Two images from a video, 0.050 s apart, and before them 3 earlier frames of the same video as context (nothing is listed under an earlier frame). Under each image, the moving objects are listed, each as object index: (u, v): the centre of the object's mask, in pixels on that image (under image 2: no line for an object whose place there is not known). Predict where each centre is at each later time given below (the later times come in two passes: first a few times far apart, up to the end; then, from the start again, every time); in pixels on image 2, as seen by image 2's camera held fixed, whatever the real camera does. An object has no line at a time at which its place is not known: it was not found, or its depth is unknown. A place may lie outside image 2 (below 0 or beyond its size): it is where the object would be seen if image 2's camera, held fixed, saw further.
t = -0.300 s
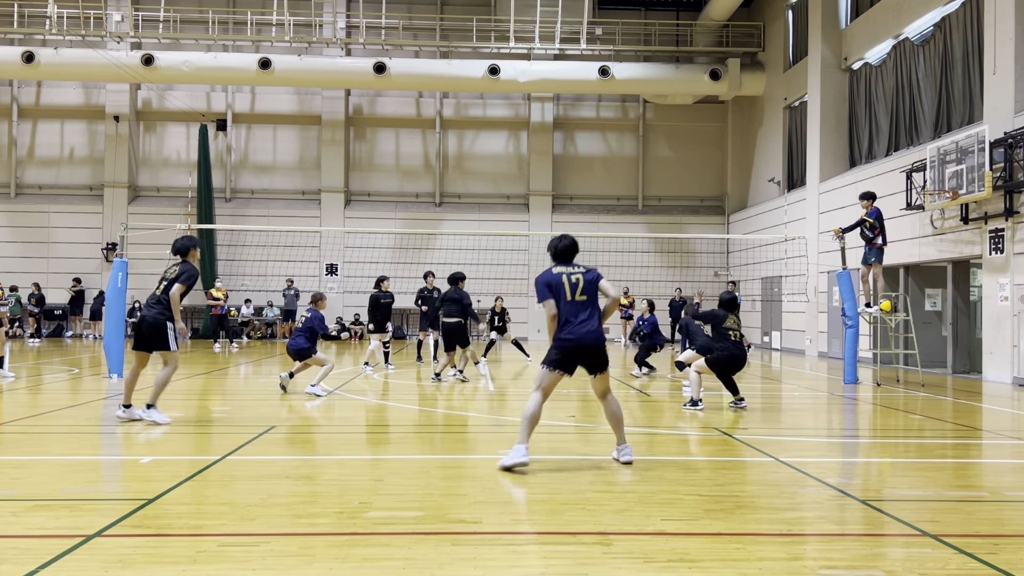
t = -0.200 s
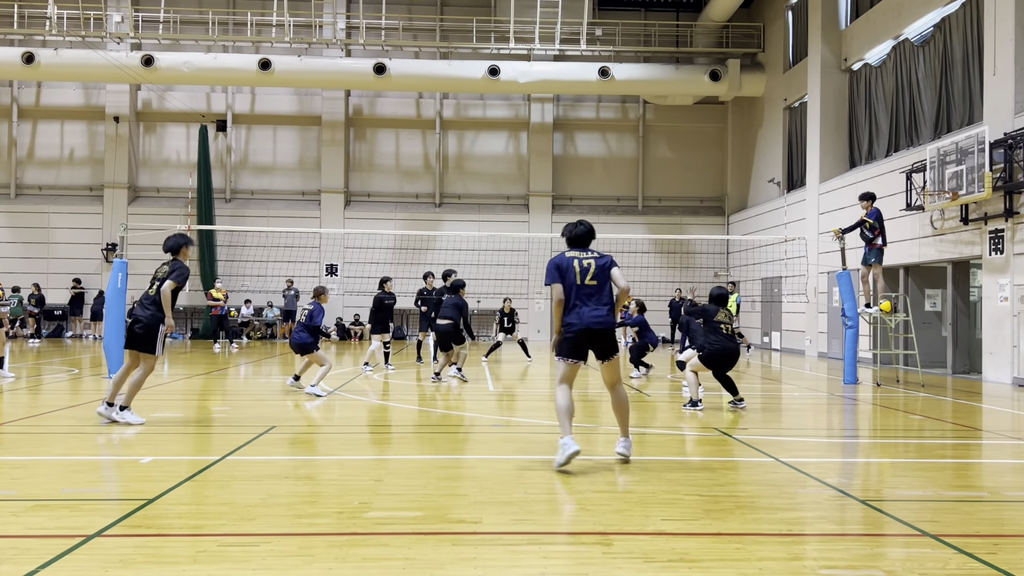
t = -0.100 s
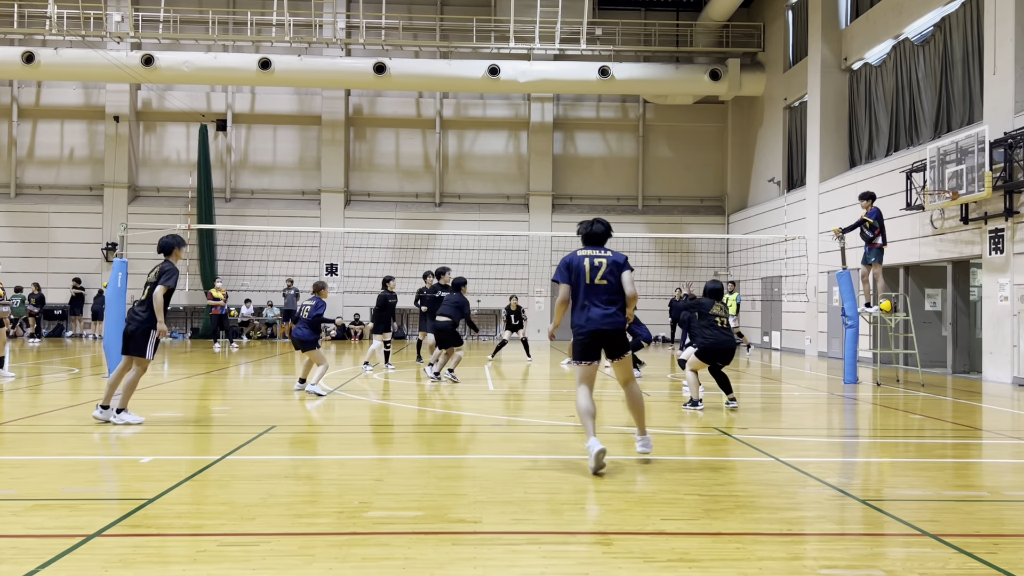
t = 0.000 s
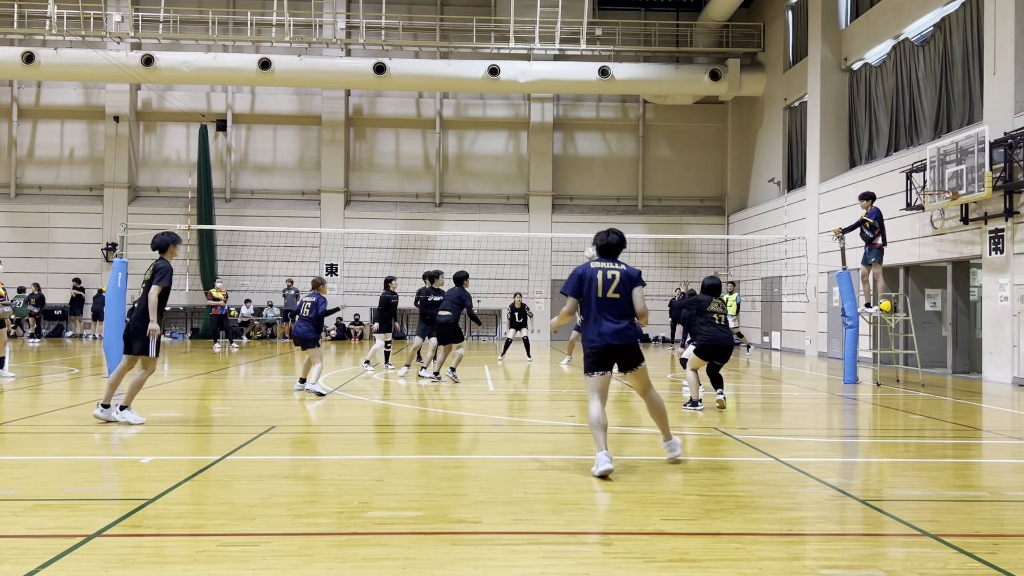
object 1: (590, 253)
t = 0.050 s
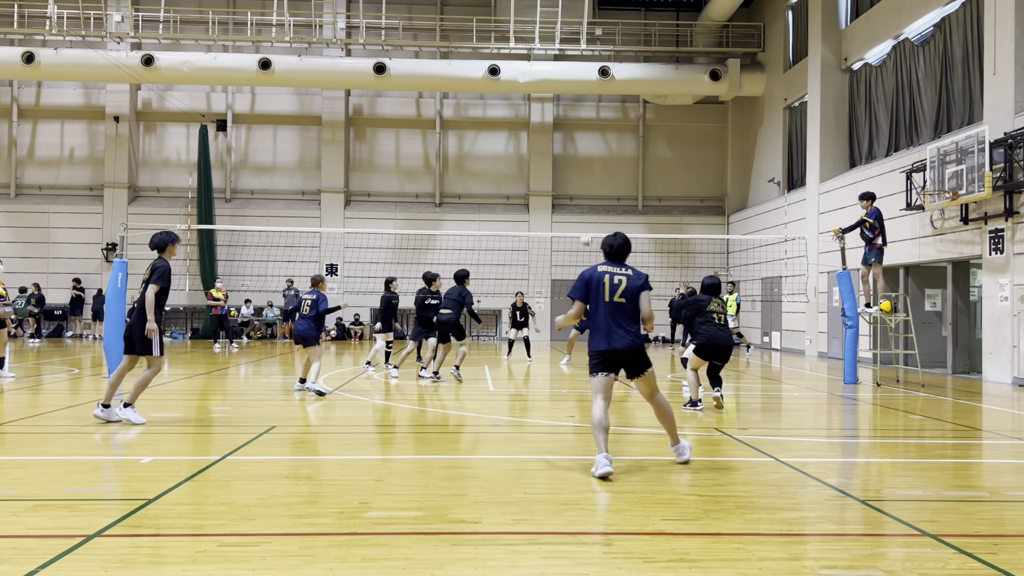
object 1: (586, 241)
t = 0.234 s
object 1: (573, 202)
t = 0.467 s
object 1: (558, 182)
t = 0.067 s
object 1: (585, 236)
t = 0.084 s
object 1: (584, 230)
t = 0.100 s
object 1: (583, 227)
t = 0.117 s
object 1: (581, 224)
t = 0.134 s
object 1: (580, 220)
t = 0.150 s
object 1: (579, 216)
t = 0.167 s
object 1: (578, 213)
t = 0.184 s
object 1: (577, 210)
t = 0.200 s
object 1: (575, 207)
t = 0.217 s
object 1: (575, 205)
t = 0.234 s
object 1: (573, 202)
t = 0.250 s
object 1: (572, 199)
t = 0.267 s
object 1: (571, 197)
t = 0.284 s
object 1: (570, 195)
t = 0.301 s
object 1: (569, 193)
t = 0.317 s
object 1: (568, 192)
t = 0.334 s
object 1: (567, 190)
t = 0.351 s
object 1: (566, 189)
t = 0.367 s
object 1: (565, 187)
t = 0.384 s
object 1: (563, 186)
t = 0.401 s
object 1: (562, 185)
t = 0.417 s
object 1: (561, 184)
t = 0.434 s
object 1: (560, 183)
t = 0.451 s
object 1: (559, 183)
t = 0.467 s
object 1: (558, 182)
